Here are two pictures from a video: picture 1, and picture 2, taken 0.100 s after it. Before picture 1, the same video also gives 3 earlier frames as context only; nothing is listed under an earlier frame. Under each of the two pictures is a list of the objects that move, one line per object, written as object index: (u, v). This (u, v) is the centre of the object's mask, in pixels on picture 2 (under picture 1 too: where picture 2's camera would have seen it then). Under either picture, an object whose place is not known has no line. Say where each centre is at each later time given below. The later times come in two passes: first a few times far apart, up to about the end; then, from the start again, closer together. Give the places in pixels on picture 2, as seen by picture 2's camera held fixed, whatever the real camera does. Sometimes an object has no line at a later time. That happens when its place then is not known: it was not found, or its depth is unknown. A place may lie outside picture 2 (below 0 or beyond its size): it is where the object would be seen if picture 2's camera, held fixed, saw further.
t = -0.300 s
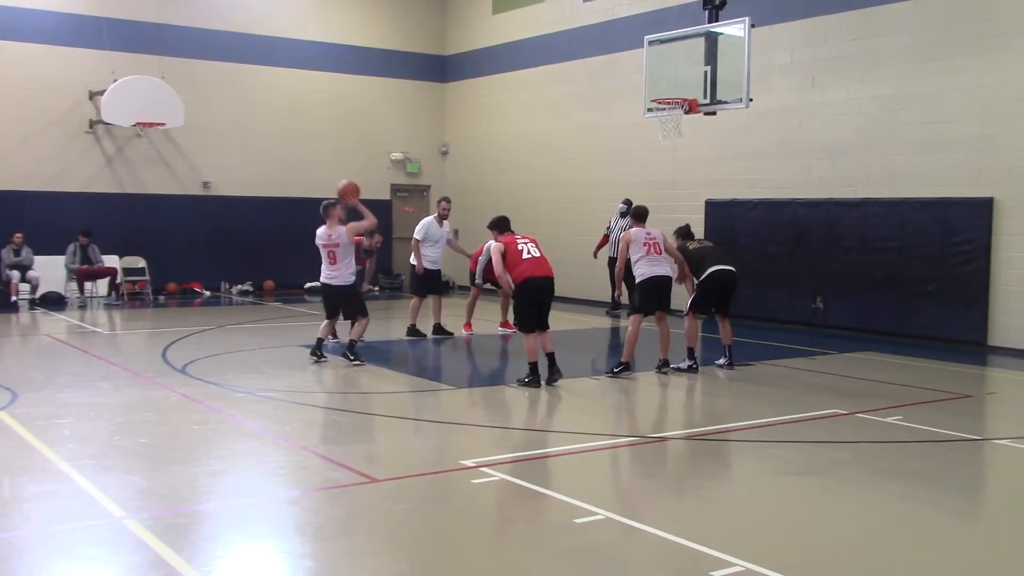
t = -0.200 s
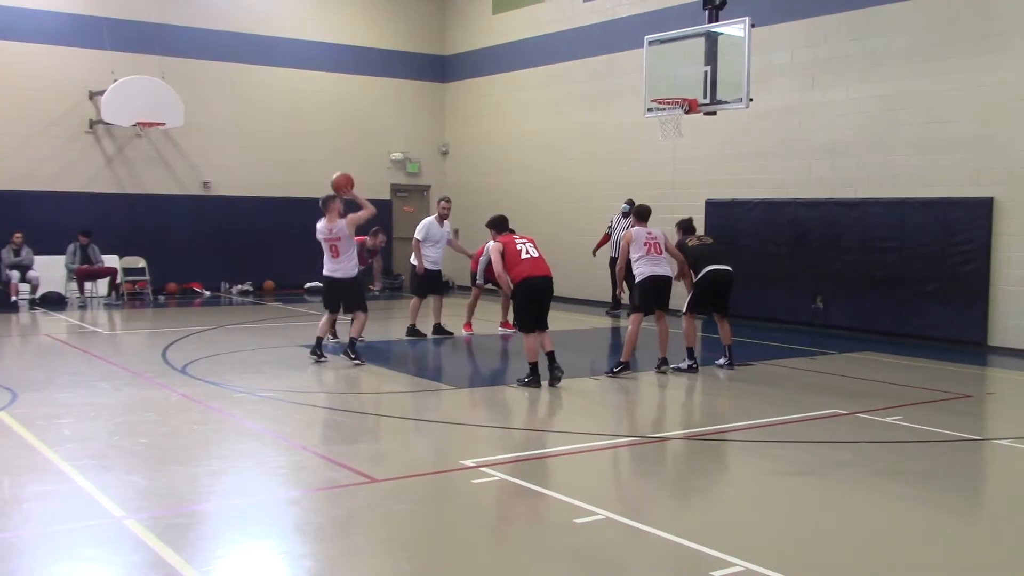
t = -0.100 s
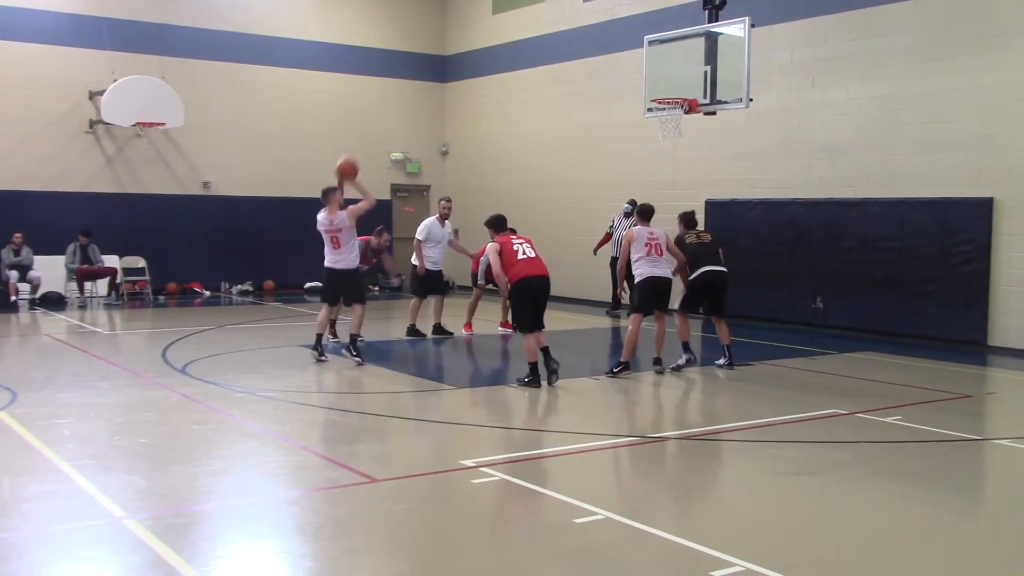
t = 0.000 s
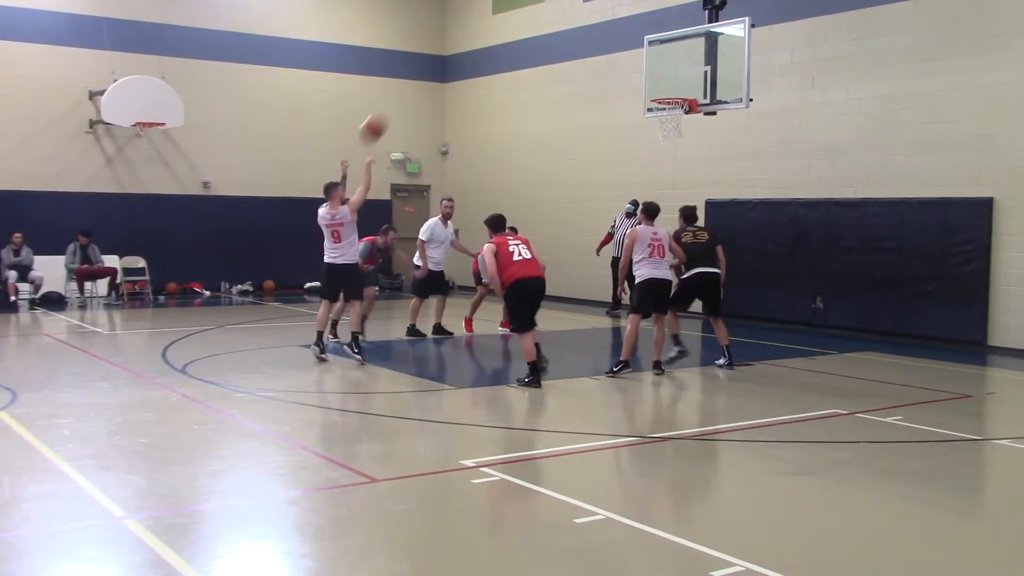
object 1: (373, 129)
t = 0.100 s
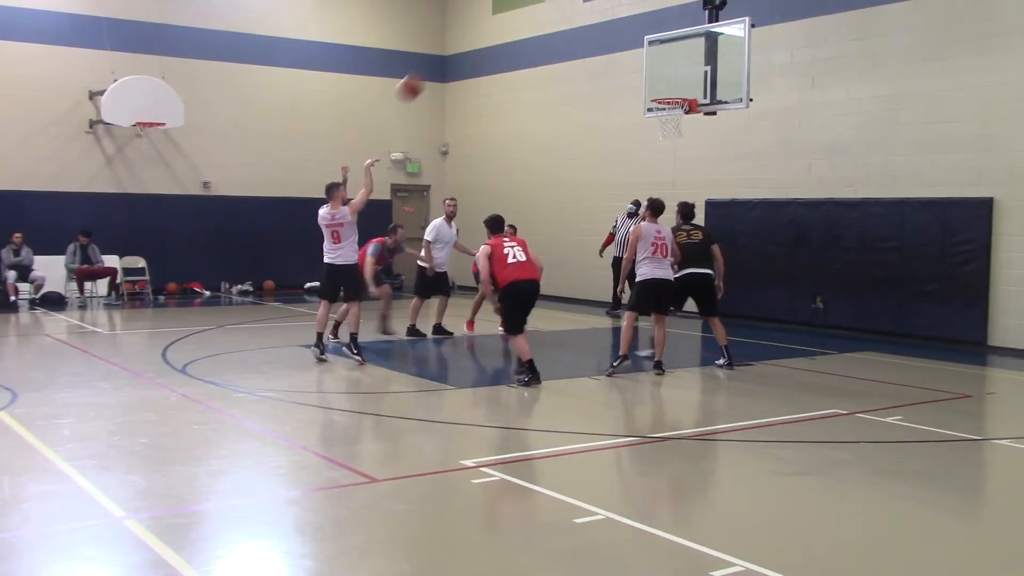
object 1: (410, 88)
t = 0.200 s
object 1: (446, 56)
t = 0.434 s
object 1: (525, 22)
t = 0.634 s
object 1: (586, 29)
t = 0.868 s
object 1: (651, 79)
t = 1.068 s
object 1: (680, 91)
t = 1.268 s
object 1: (677, 76)
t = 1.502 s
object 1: (670, 91)
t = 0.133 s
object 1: (422, 76)
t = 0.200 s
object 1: (446, 56)
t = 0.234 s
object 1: (458, 48)
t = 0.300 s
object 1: (482, 36)
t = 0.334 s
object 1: (492, 31)
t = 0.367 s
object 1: (503, 27)
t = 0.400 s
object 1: (514, 24)
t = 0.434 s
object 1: (525, 22)
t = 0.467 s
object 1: (535, 21)
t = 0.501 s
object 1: (546, 21)
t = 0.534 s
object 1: (556, 21)
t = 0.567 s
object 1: (567, 23)
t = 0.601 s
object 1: (576, 26)
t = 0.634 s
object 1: (586, 29)
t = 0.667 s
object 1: (596, 35)
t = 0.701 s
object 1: (606, 39)
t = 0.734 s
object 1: (615, 45)
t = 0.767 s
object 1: (623, 52)
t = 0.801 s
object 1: (633, 60)
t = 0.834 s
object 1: (642, 69)
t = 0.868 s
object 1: (651, 79)
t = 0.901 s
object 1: (659, 87)
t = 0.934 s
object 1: (664, 89)
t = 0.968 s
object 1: (668, 89)
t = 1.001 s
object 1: (672, 89)
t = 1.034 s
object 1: (676, 89)
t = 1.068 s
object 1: (680, 91)
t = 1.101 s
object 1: (682, 91)
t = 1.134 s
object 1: (681, 86)
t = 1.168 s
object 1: (680, 83)
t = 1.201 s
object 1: (679, 80)
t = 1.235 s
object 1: (678, 78)
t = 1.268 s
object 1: (677, 76)
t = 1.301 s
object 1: (676, 76)
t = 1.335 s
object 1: (675, 77)
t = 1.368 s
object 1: (674, 78)
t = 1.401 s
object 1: (673, 80)
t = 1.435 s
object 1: (672, 83)
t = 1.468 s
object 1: (671, 87)
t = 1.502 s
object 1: (670, 91)
